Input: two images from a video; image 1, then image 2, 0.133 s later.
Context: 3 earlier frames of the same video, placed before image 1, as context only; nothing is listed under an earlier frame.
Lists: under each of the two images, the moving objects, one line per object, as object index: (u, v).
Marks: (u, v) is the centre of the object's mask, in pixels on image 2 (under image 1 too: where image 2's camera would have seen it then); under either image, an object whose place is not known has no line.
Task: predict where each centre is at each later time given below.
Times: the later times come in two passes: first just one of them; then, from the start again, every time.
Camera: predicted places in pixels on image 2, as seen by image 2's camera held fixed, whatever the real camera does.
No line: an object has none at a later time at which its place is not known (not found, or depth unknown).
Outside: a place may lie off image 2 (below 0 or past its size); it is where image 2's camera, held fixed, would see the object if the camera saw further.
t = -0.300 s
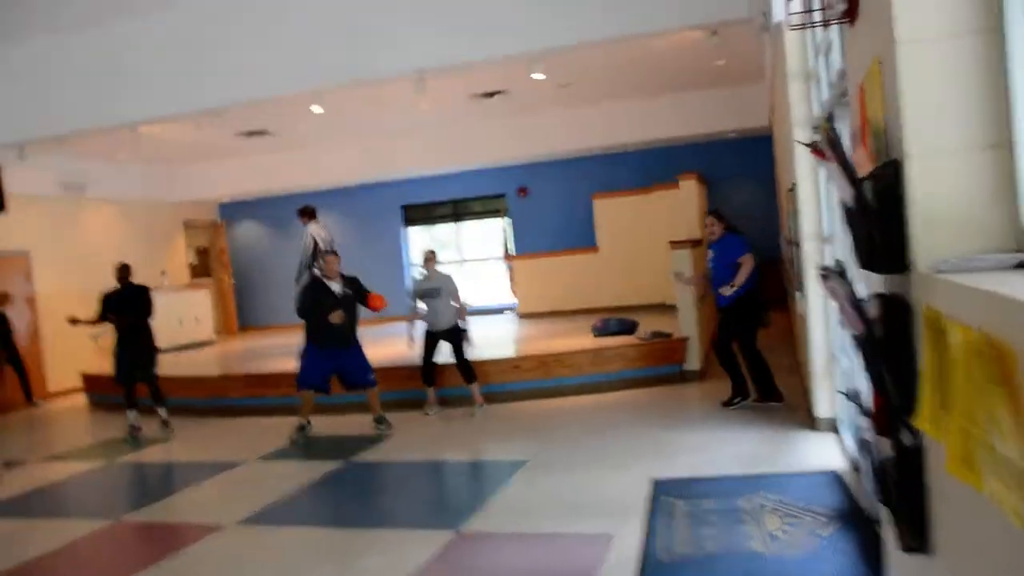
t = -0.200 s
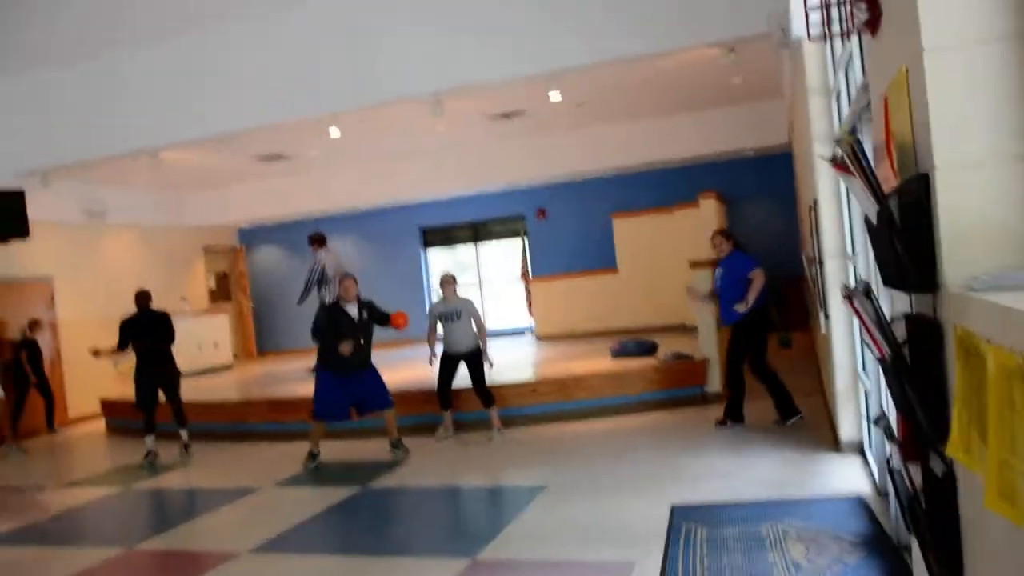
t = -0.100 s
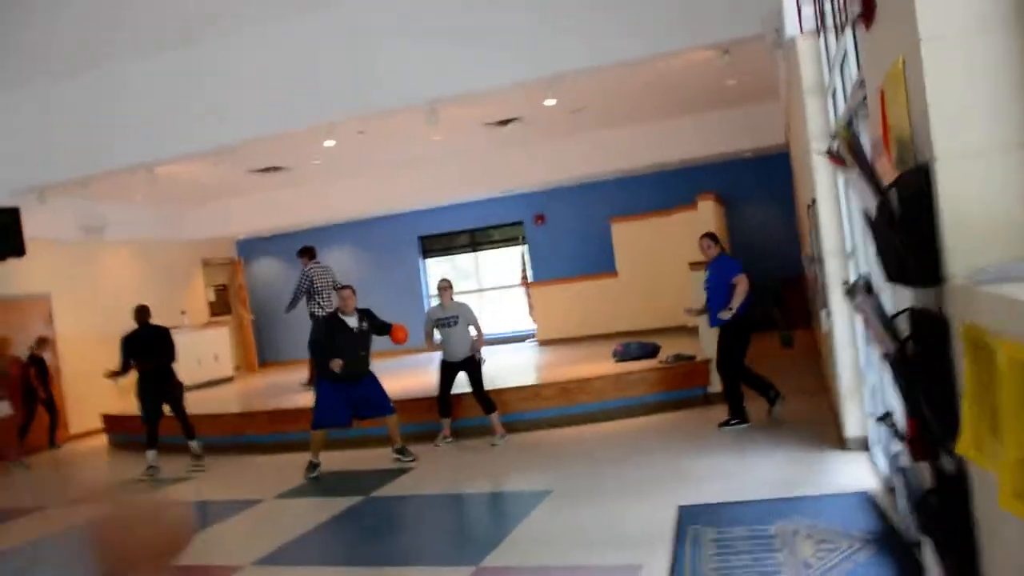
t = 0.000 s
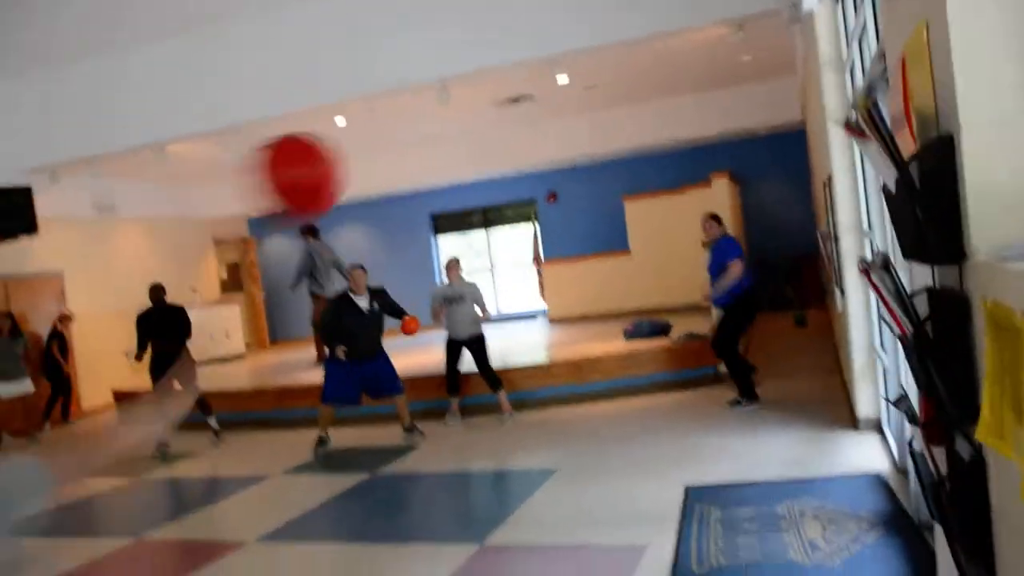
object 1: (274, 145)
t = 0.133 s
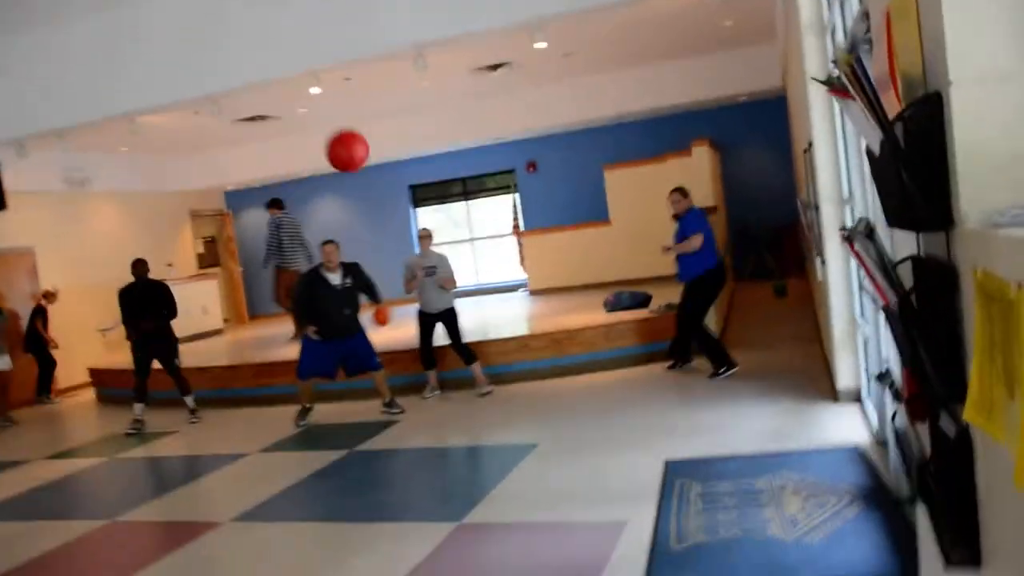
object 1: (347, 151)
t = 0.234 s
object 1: (369, 175)
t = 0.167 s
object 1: (355, 158)
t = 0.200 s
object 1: (362, 166)
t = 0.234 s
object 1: (369, 175)
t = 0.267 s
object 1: (374, 184)
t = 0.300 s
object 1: (378, 194)
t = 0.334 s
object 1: (382, 204)
